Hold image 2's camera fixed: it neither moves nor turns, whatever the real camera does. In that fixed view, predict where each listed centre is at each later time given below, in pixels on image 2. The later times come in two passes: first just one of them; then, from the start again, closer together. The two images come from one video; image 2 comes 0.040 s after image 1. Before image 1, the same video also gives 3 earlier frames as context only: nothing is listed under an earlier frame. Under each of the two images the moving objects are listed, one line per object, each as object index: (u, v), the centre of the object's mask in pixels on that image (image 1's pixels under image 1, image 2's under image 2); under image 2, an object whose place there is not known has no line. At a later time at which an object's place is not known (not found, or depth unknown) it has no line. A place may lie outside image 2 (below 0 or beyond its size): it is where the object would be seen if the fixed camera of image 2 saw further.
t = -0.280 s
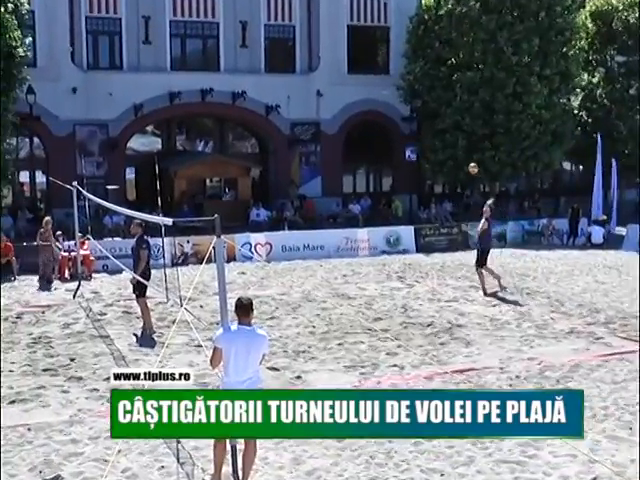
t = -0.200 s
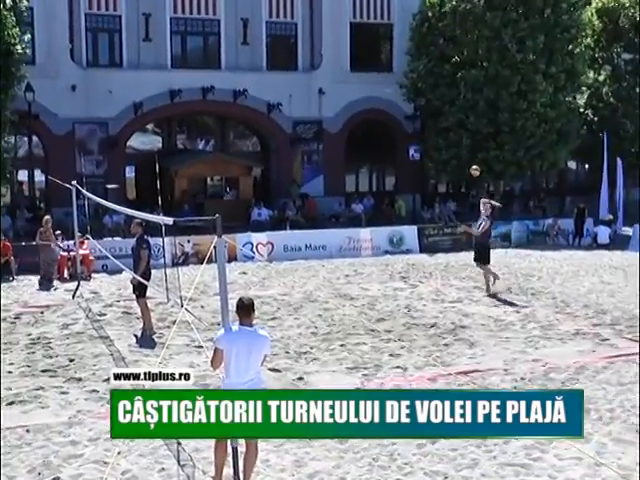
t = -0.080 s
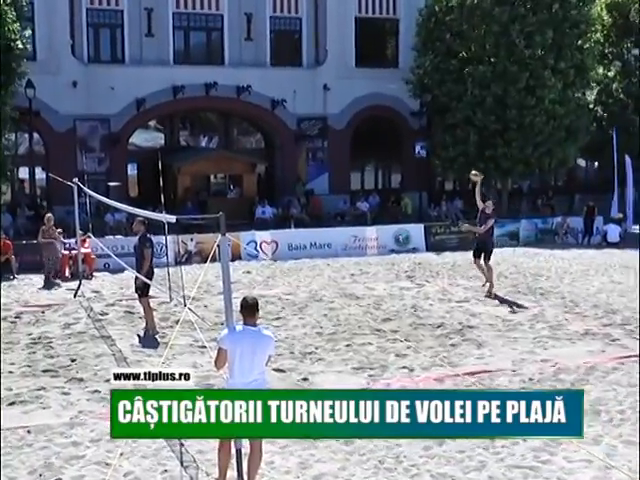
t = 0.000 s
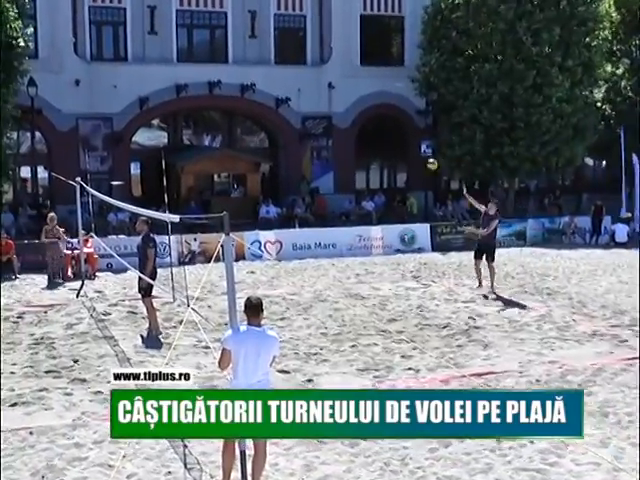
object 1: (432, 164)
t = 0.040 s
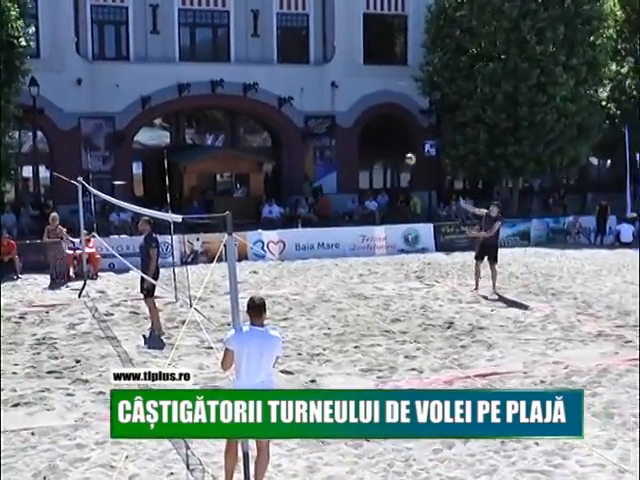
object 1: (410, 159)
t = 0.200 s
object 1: (304, 144)
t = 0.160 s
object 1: (331, 146)
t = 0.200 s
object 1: (304, 144)
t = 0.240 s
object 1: (277, 143)
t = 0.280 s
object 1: (250, 140)
